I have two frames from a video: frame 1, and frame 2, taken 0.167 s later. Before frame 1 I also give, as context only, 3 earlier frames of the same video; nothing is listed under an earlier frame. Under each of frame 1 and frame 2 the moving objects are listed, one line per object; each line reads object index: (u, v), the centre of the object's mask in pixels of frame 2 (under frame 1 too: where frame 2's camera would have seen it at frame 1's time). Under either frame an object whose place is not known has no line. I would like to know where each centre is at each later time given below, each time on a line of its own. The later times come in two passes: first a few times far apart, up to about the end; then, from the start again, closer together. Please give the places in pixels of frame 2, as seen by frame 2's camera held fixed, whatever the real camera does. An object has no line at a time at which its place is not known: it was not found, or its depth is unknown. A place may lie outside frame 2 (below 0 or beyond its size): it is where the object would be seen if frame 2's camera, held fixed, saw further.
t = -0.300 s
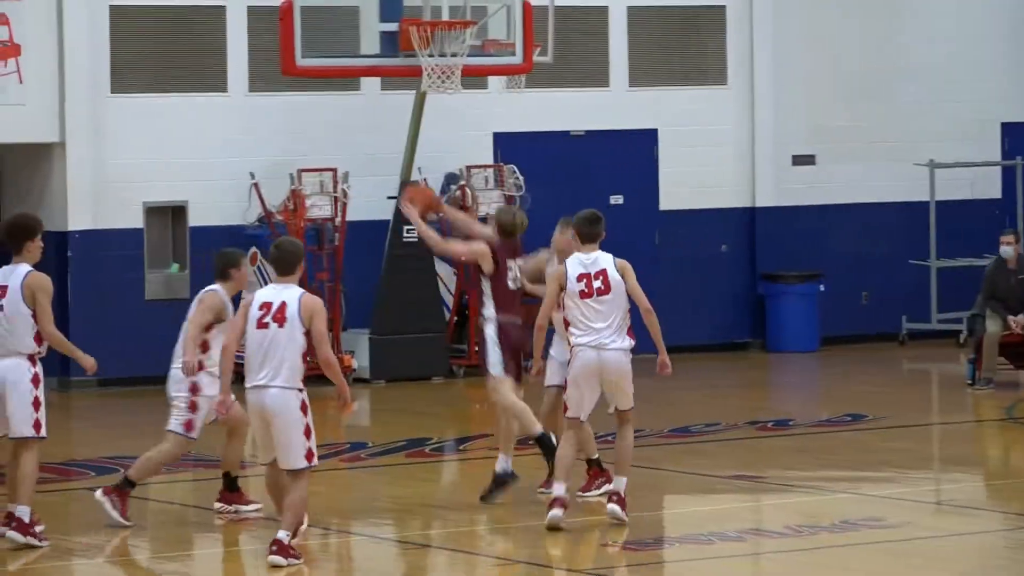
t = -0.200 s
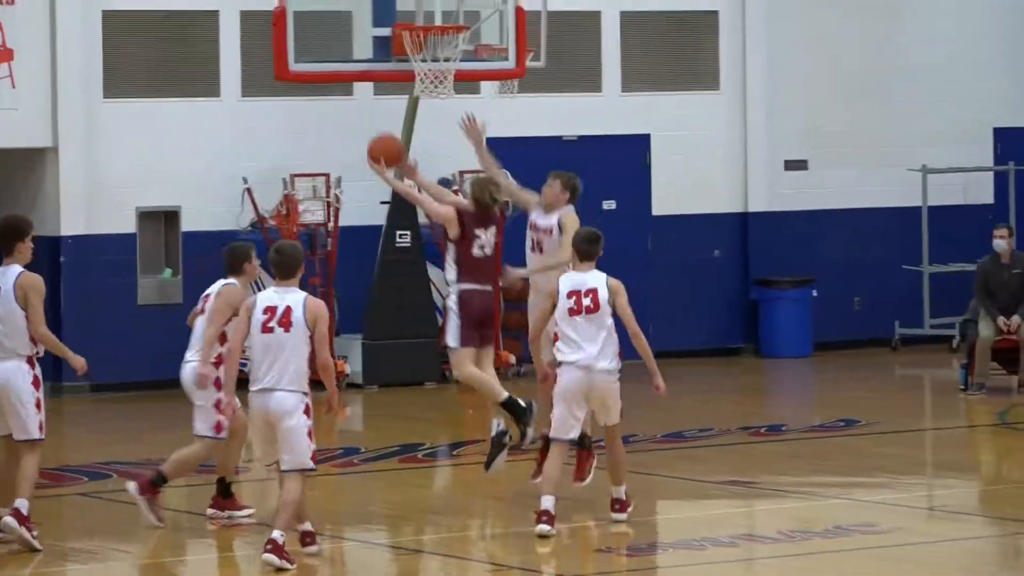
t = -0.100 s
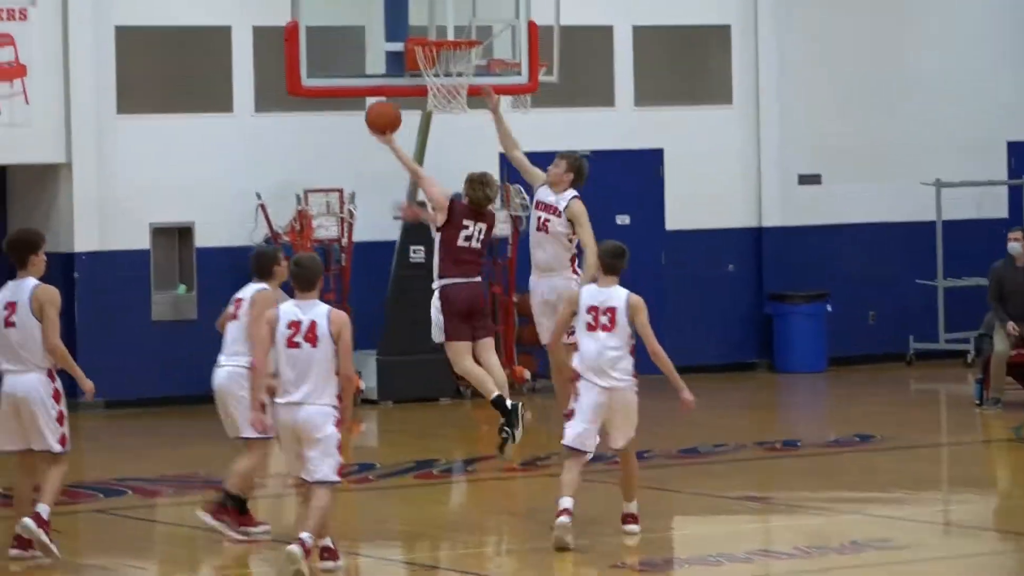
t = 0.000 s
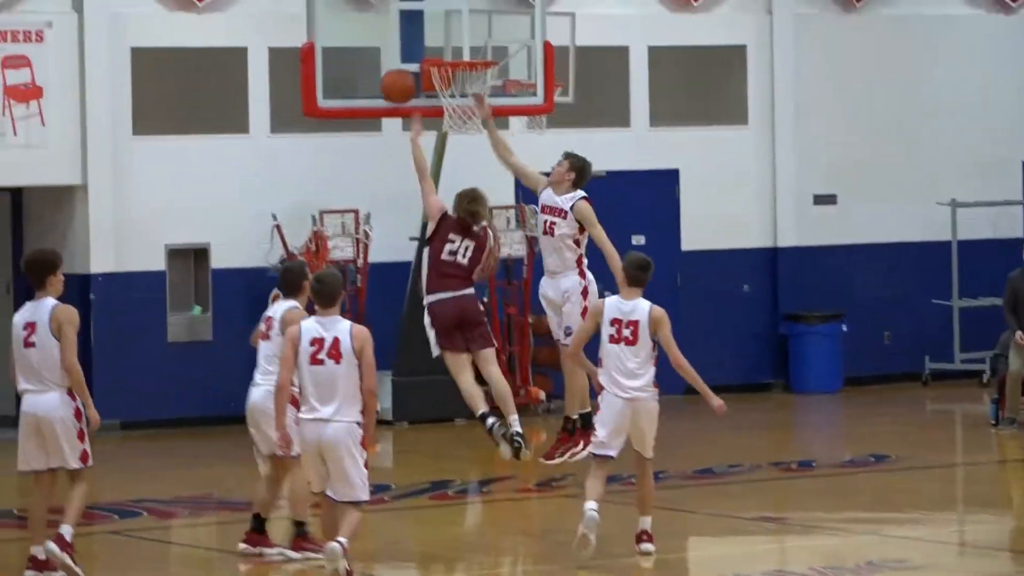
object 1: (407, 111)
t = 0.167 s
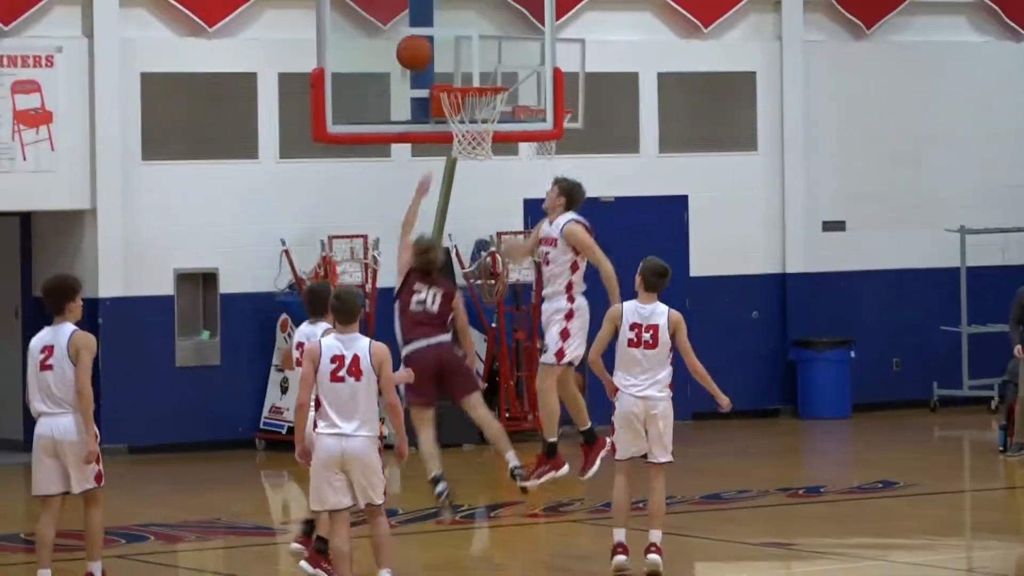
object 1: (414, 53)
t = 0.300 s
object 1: (433, 35)
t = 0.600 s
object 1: (487, 80)
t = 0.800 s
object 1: (456, 162)
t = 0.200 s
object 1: (415, 46)
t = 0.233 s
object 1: (420, 41)
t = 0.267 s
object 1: (426, 37)
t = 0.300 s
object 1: (433, 35)
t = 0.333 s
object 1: (439, 34)
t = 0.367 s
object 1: (445, 35)
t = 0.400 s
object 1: (451, 38)
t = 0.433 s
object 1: (456, 42)
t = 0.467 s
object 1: (462, 48)
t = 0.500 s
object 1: (468, 55)
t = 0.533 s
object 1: (475, 65)
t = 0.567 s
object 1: (481, 74)
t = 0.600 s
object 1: (487, 80)
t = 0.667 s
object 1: (475, 110)
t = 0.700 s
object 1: (470, 122)
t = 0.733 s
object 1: (464, 130)
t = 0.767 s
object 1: (460, 158)
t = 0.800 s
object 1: (456, 162)
